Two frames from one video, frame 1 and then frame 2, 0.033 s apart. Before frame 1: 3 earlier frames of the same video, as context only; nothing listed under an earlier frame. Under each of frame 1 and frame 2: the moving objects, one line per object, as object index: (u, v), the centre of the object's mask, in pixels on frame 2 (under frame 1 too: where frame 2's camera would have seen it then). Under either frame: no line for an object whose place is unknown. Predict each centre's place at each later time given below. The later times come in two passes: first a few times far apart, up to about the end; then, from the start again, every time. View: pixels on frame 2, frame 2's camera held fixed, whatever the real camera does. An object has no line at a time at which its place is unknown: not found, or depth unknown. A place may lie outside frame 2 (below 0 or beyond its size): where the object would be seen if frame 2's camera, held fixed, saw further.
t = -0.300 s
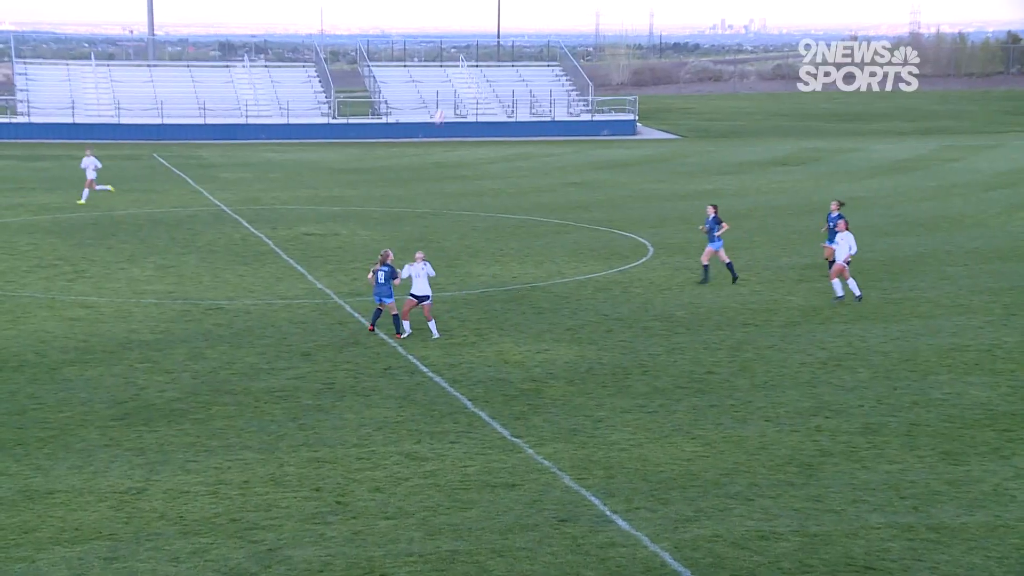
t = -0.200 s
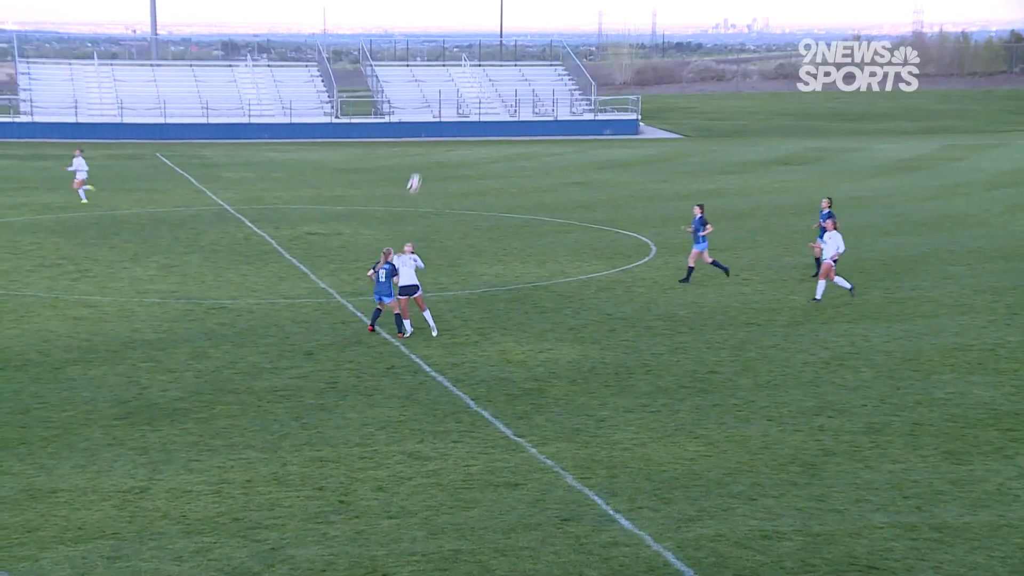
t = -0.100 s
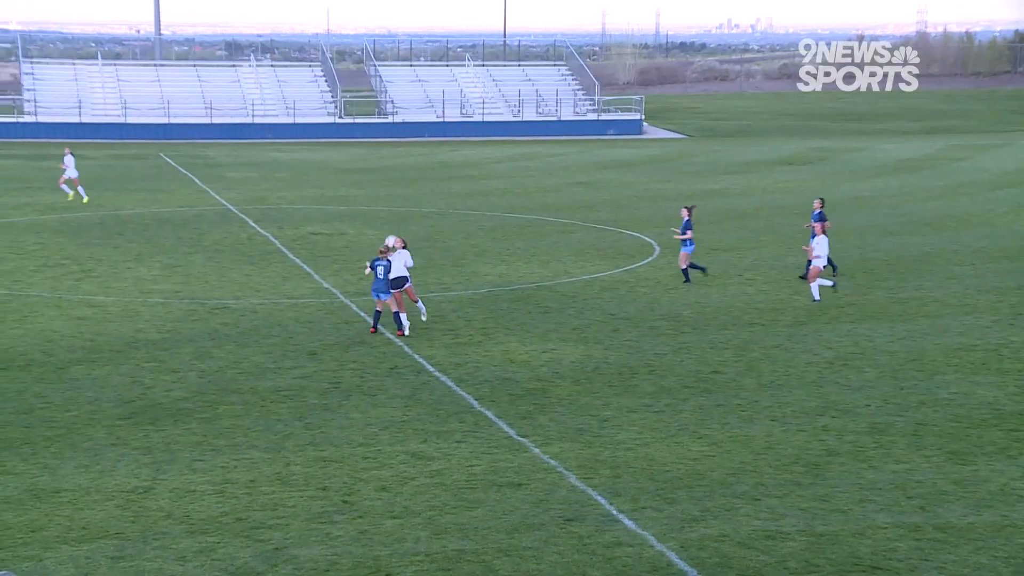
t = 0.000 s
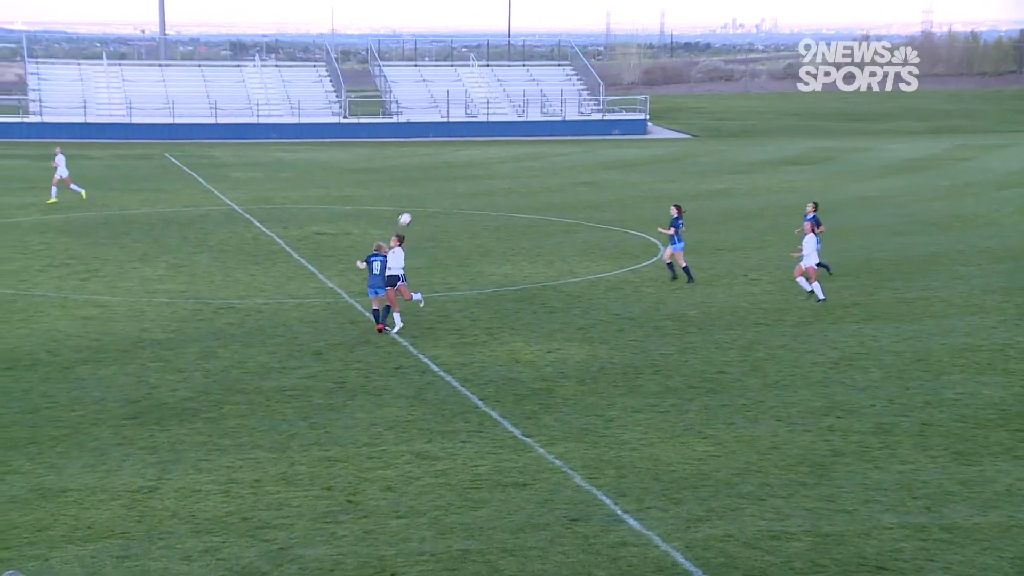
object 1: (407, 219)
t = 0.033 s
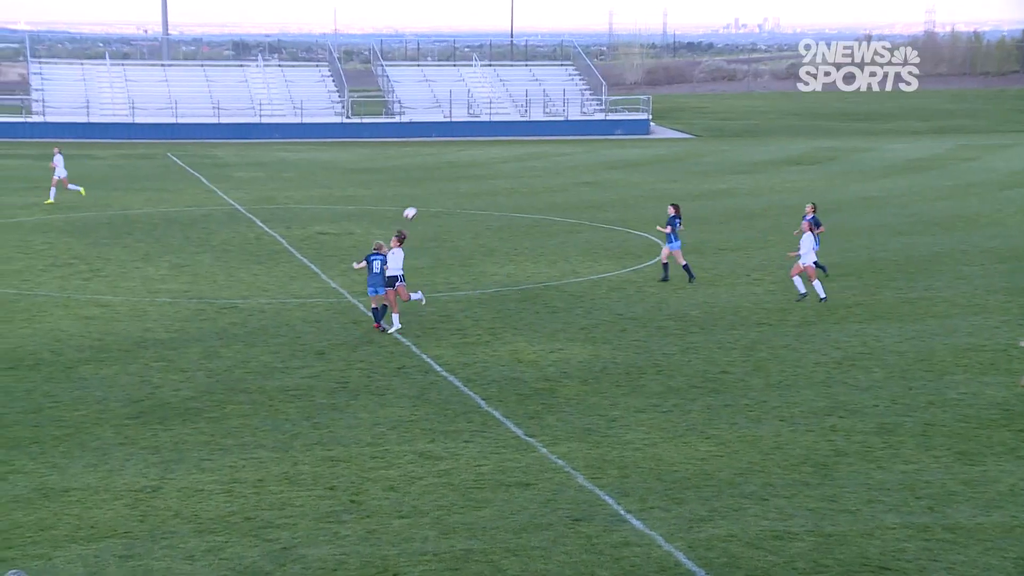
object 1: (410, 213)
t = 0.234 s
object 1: (426, 193)
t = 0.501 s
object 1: (443, 201)
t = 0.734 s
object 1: (455, 236)
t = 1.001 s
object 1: (467, 246)
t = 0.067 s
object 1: (413, 208)
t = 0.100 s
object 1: (415, 204)
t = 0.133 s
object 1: (418, 200)
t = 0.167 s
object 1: (421, 196)
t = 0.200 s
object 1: (424, 194)
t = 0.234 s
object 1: (426, 193)
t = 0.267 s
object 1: (428, 192)
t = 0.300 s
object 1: (431, 191)
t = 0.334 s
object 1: (433, 192)
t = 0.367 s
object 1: (435, 192)
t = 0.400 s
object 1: (437, 193)
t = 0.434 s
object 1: (440, 196)
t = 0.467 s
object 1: (441, 198)
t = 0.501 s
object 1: (443, 201)
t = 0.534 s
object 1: (445, 205)
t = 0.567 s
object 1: (447, 209)
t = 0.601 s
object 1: (449, 213)
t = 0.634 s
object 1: (450, 218)
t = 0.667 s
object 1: (451, 223)
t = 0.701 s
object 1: (453, 229)
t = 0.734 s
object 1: (455, 236)
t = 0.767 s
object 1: (456, 243)
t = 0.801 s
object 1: (457, 249)
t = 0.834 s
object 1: (459, 257)
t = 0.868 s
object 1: (460, 265)
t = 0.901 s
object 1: (461, 263)
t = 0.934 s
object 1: (463, 257)
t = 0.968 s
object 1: (465, 251)
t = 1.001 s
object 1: (467, 246)
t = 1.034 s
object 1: (468, 241)
